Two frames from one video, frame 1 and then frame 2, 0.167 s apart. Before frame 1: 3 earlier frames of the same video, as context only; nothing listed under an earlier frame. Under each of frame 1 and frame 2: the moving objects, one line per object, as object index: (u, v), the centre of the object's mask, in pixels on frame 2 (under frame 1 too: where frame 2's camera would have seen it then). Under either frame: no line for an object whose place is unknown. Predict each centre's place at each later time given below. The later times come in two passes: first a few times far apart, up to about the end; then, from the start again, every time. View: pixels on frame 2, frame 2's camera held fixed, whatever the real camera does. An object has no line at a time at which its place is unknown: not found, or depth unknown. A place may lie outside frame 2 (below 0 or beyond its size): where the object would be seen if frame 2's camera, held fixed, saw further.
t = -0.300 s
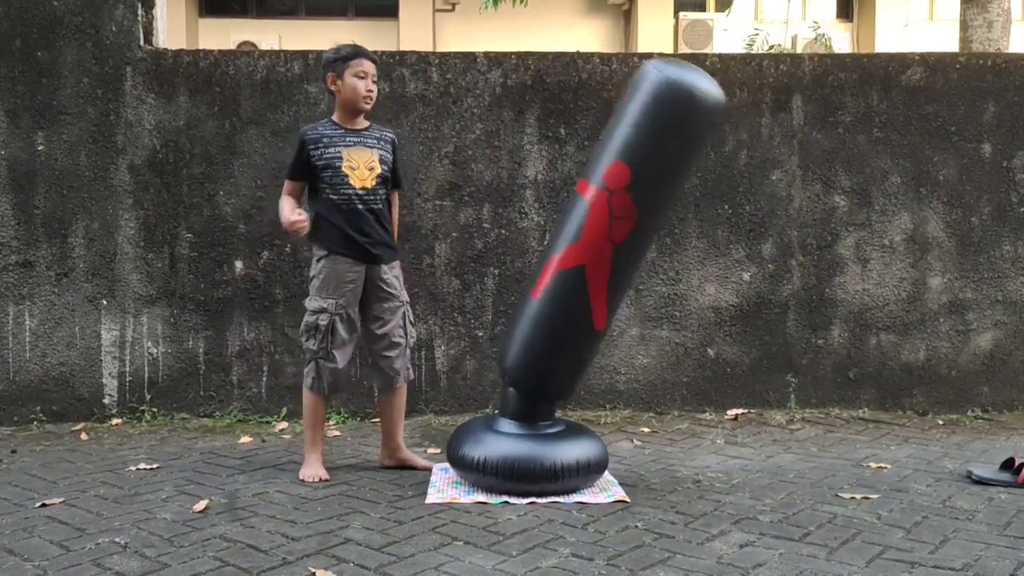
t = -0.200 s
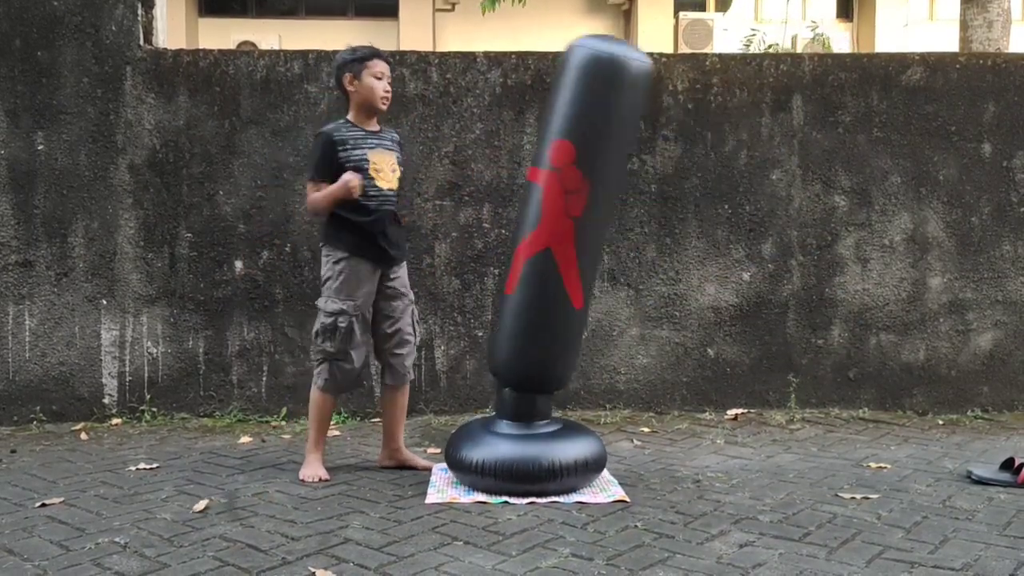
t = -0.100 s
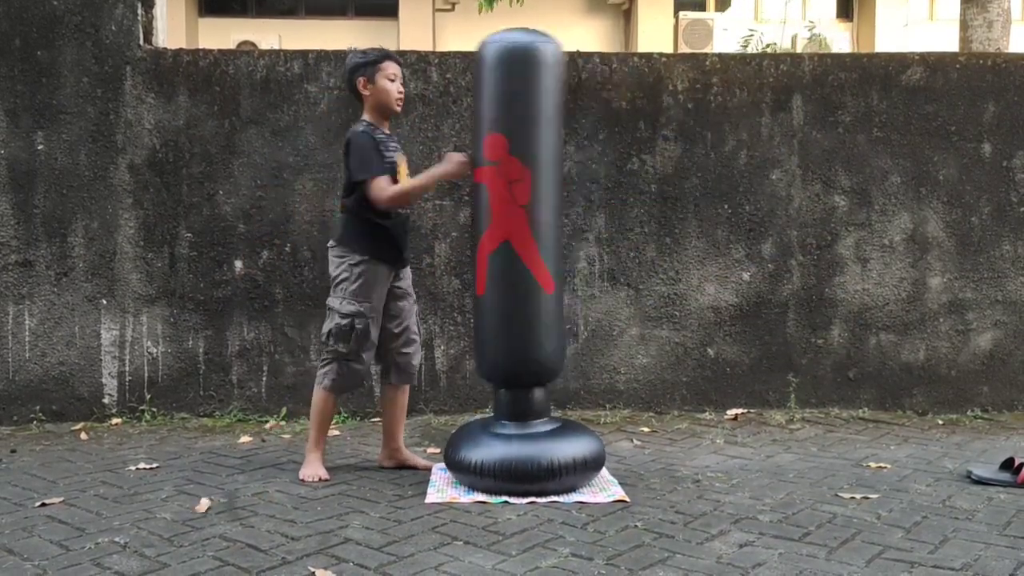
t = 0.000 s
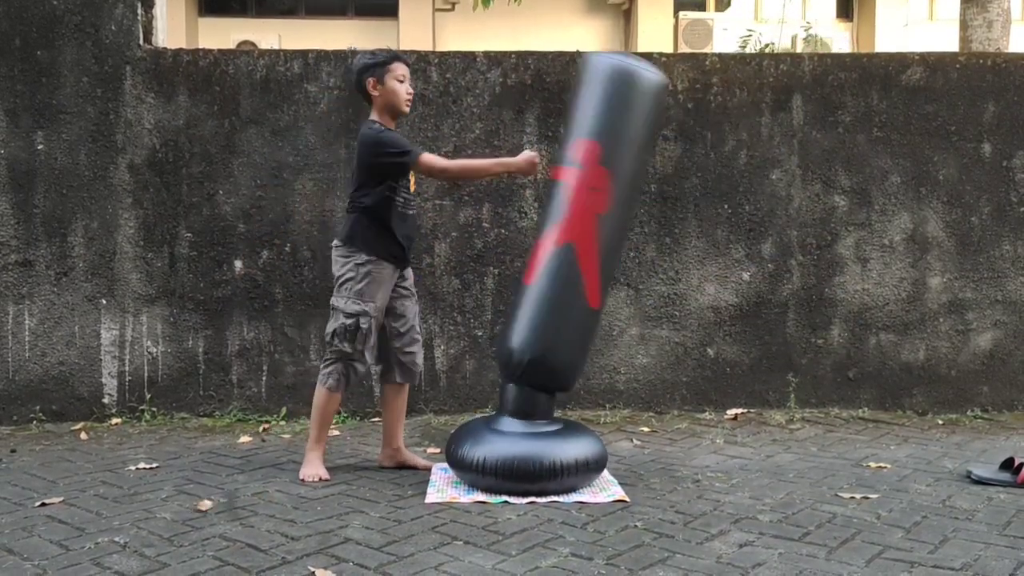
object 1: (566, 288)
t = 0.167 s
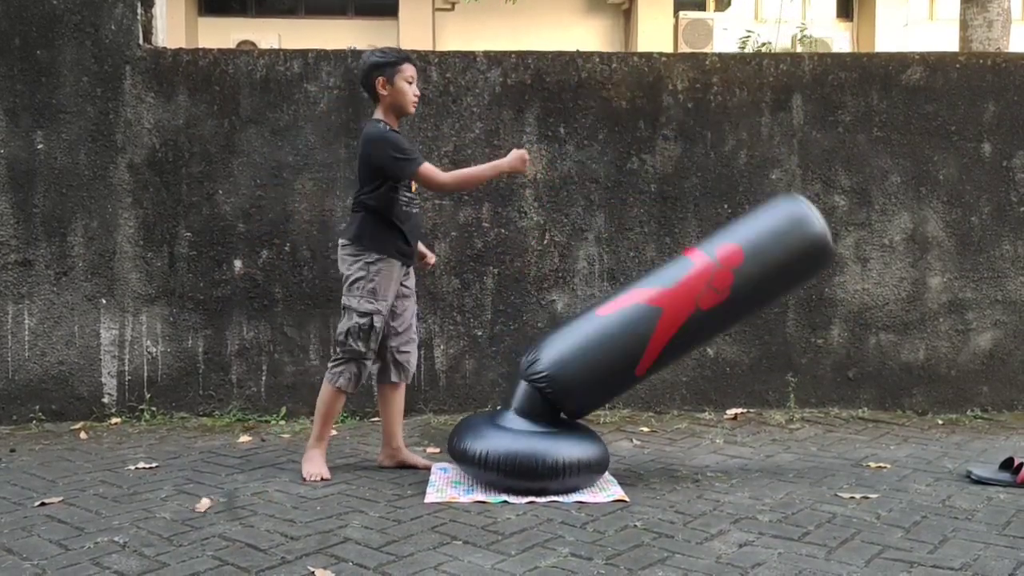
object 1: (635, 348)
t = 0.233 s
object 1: (642, 358)
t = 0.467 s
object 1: (622, 315)
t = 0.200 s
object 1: (639, 354)
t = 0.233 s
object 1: (642, 358)
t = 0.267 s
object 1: (644, 358)
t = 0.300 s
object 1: (644, 356)
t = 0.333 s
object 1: (642, 352)
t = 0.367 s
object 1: (639, 345)
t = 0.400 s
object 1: (636, 336)
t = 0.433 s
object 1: (630, 326)
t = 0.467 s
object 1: (622, 315)
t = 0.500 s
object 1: (611, 305)
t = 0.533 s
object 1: (599, 293)
